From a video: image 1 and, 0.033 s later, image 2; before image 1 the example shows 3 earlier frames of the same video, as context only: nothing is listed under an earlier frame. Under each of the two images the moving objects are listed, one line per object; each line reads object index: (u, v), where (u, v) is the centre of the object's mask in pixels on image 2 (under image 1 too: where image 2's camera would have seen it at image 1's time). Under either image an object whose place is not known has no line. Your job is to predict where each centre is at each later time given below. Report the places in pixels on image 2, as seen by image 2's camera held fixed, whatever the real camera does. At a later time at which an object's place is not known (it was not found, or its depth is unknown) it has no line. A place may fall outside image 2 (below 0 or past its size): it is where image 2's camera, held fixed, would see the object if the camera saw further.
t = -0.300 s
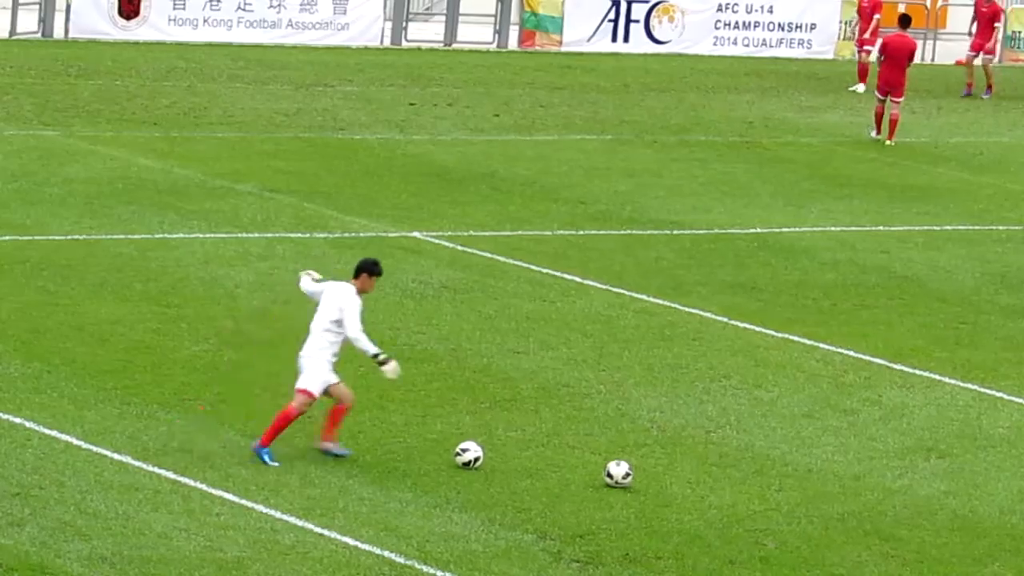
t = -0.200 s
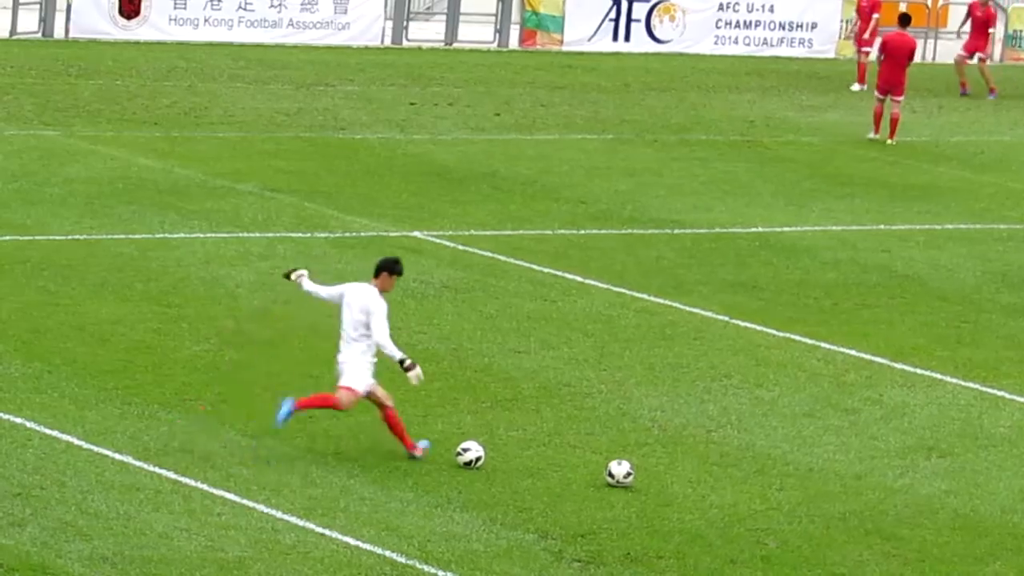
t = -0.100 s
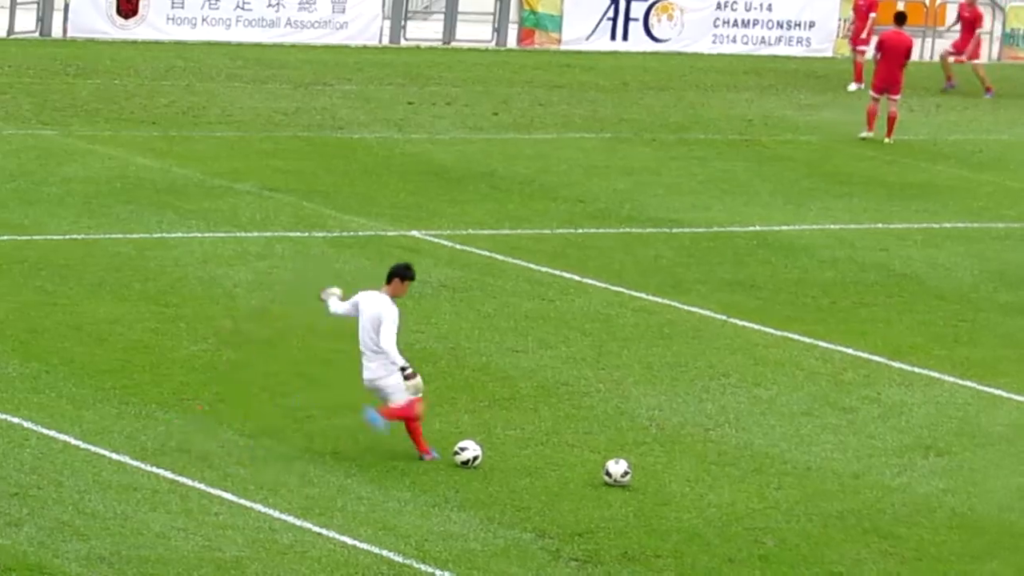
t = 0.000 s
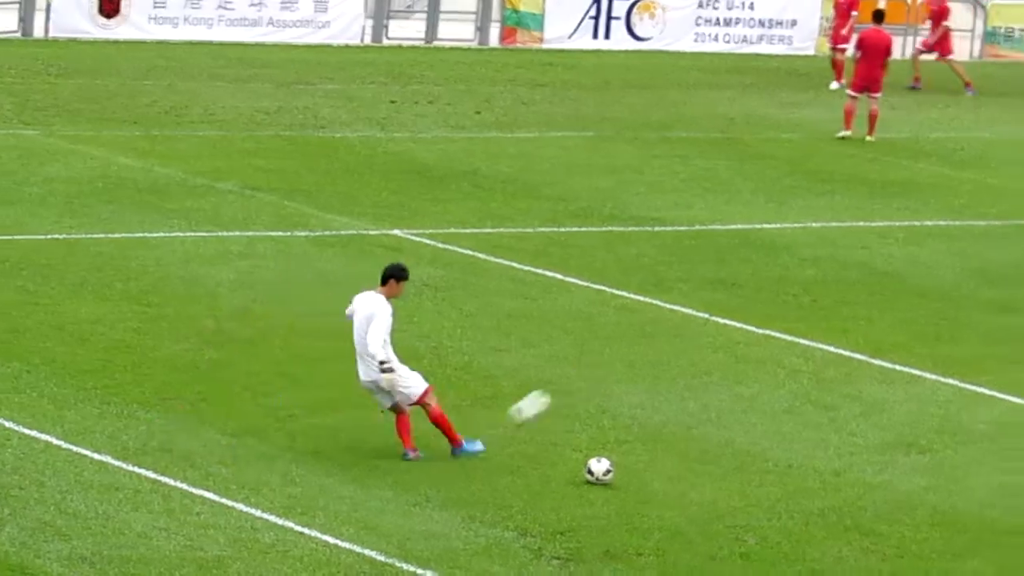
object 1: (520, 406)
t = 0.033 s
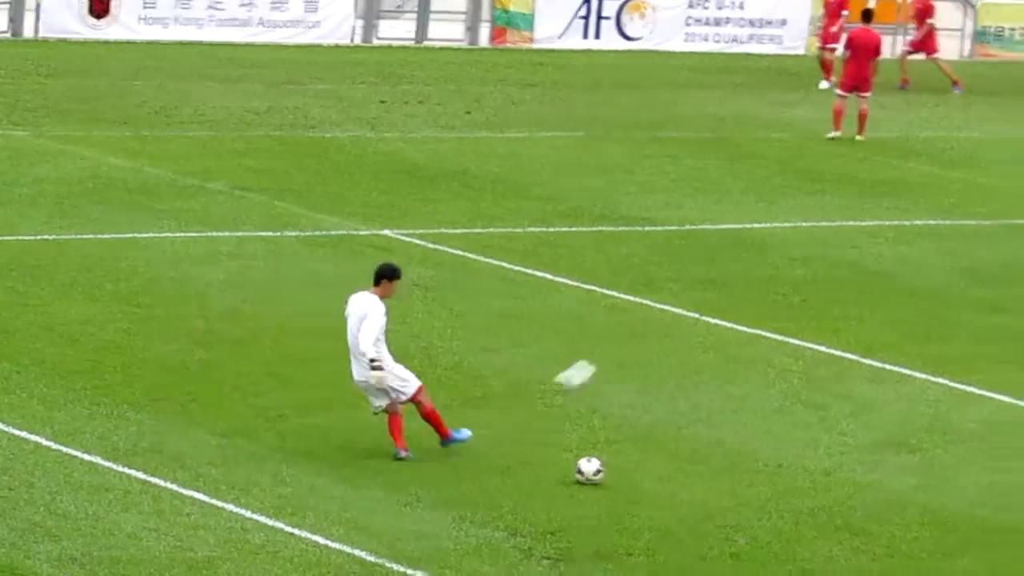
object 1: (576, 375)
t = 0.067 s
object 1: (629, 346)
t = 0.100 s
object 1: (681, 320)
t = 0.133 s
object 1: (727, 294)
